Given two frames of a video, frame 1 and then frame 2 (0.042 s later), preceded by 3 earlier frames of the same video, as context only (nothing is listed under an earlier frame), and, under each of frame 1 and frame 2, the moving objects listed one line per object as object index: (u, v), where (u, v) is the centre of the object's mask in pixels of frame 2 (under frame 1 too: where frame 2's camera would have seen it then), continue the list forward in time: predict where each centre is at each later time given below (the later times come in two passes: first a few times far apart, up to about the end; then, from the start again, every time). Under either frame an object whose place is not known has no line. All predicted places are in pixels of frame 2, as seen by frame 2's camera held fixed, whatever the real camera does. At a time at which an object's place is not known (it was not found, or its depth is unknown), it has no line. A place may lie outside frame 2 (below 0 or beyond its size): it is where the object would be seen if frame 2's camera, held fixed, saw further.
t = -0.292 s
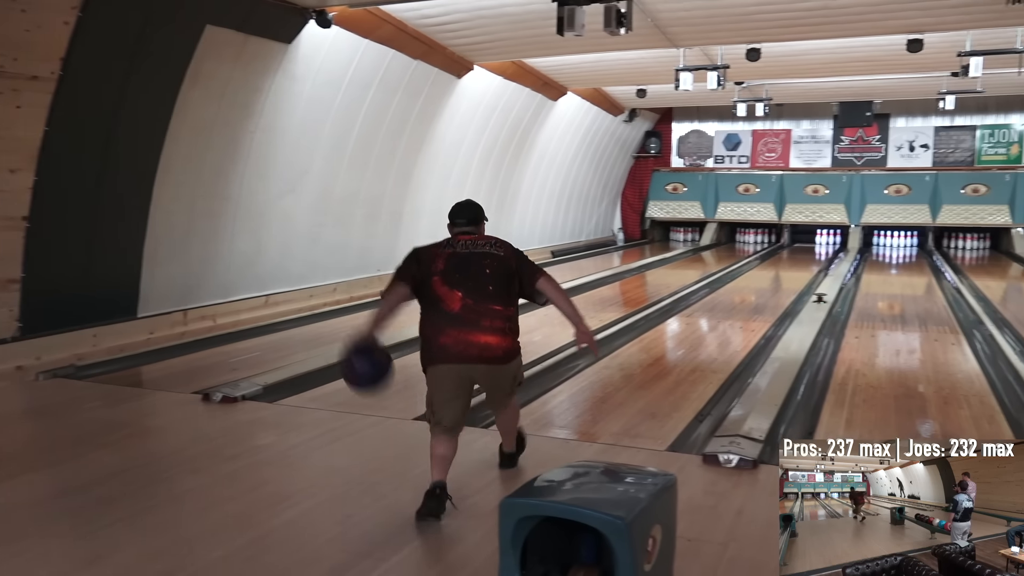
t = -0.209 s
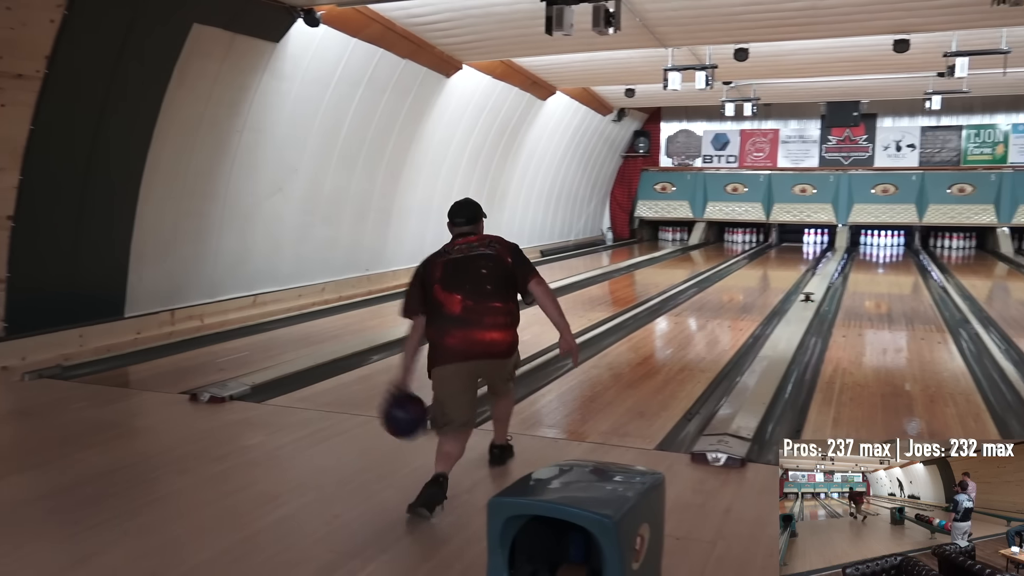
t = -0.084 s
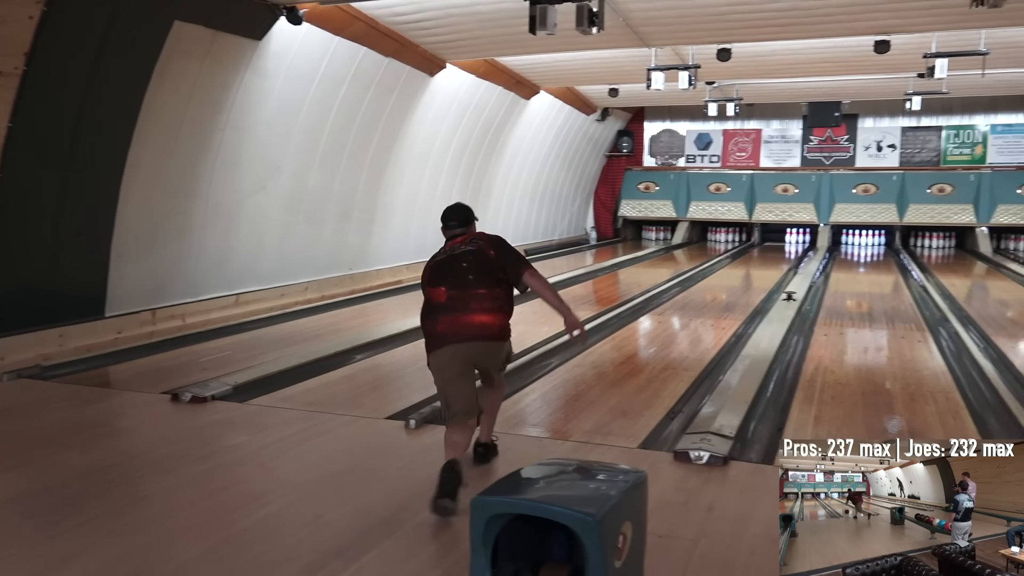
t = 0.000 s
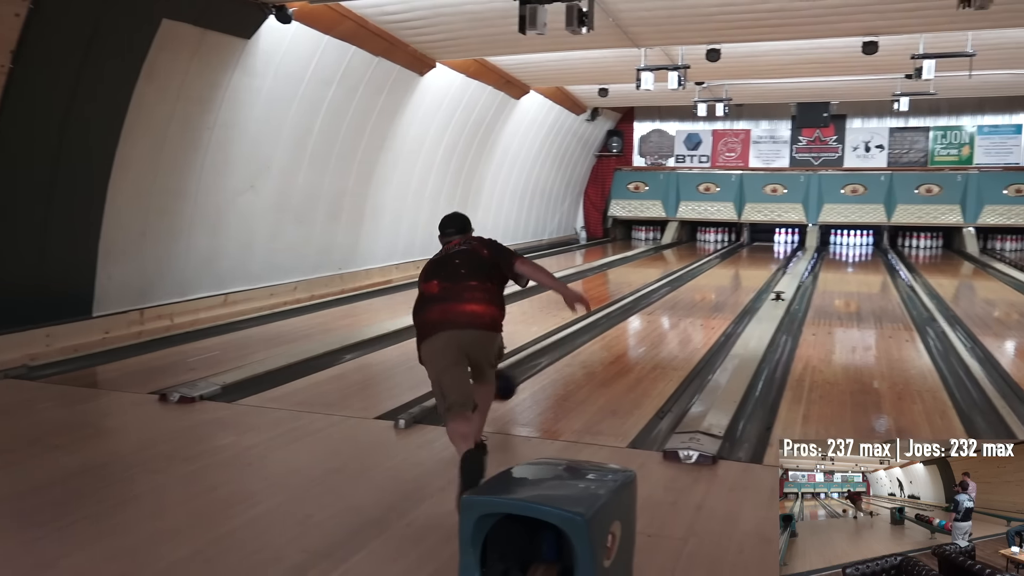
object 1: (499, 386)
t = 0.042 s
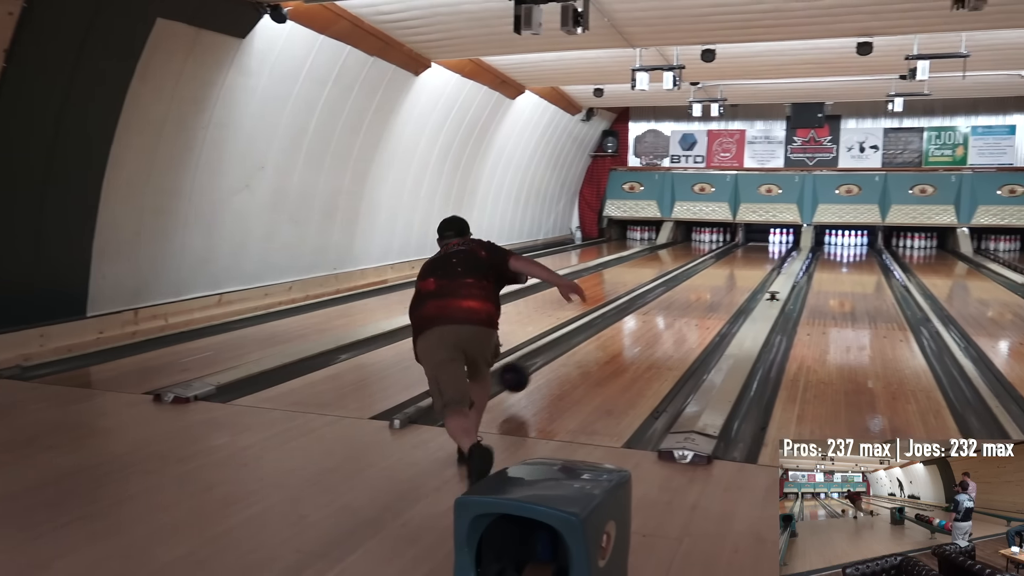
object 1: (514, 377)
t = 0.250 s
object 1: (583, 347)
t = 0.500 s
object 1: (637, 316)
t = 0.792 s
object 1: (678, 292)
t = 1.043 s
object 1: (704, 278)
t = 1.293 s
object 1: (723, 267)
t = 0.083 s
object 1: (531, 372)
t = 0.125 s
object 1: (545, 370)
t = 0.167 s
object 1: (559, 360)
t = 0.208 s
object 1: (572, 352)
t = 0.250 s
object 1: (583, 347)
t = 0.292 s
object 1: (594, 341)
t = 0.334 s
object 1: (604, 336)
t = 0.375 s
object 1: (613, 330)
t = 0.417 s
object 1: (622, 325)
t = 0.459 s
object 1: (630, 320)
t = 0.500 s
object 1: (637, 316)
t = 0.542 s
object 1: (644, 312)
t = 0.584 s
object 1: (651, 308)
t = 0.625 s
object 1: (657, 304)
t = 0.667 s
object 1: (662, 301)
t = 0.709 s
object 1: (668, 298)
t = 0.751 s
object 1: (673, 295)
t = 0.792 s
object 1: (678, 292)
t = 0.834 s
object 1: (683, 290)
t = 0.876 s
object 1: (687, 287)
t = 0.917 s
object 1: (692, 285)
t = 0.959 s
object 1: (696, 283)
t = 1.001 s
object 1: (700, 280)
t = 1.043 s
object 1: (704, 278)
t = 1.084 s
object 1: (707, 276)
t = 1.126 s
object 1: (710, 274)
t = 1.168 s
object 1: (713, 272)
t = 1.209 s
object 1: (717, 271)
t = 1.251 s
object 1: (720, 269)
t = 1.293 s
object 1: (723, 267)
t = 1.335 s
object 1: (725, 266)
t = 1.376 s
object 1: (728, 264)
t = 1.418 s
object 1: (731, 263)
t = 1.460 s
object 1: (733, 262)
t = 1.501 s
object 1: (736, 261)
